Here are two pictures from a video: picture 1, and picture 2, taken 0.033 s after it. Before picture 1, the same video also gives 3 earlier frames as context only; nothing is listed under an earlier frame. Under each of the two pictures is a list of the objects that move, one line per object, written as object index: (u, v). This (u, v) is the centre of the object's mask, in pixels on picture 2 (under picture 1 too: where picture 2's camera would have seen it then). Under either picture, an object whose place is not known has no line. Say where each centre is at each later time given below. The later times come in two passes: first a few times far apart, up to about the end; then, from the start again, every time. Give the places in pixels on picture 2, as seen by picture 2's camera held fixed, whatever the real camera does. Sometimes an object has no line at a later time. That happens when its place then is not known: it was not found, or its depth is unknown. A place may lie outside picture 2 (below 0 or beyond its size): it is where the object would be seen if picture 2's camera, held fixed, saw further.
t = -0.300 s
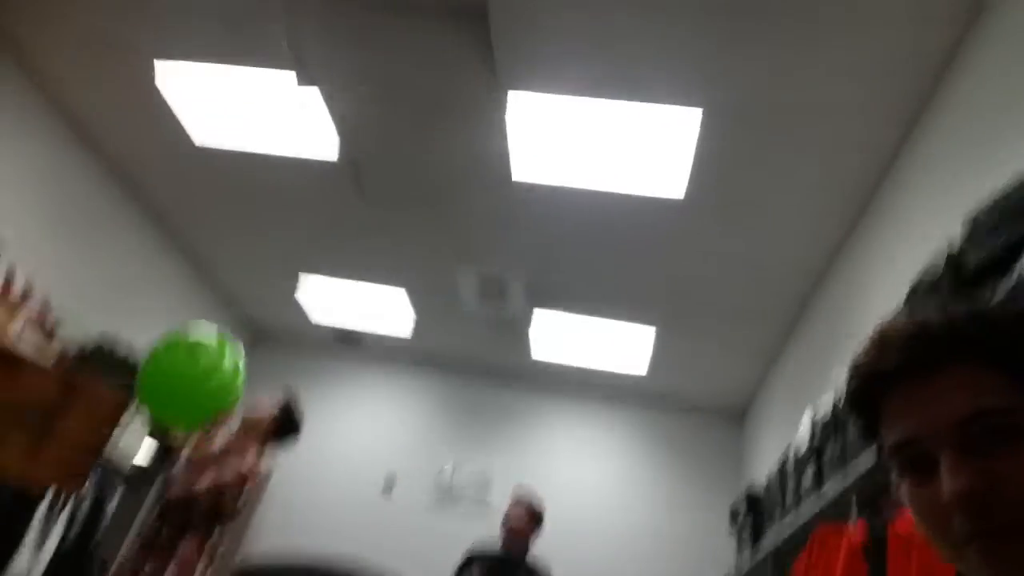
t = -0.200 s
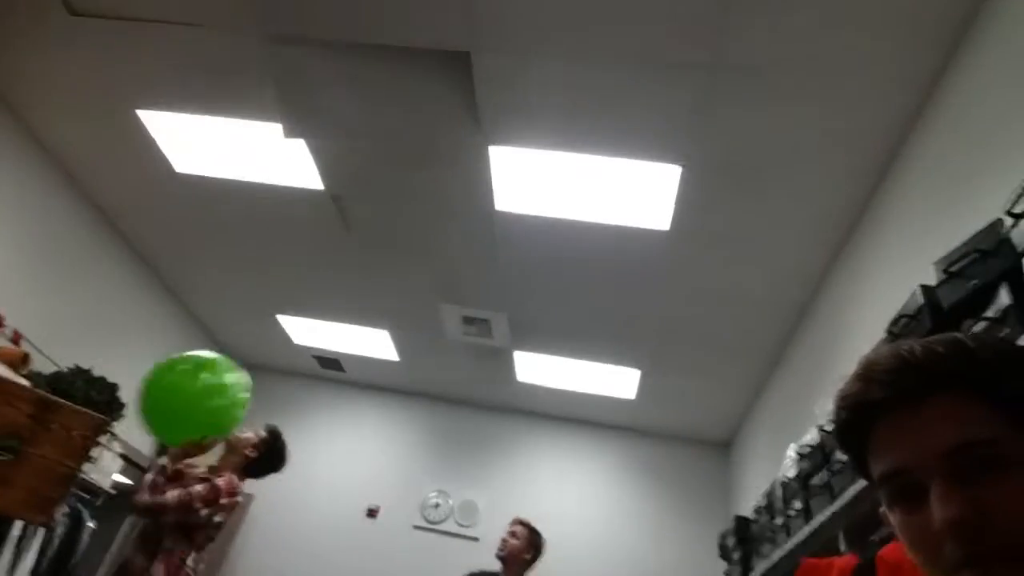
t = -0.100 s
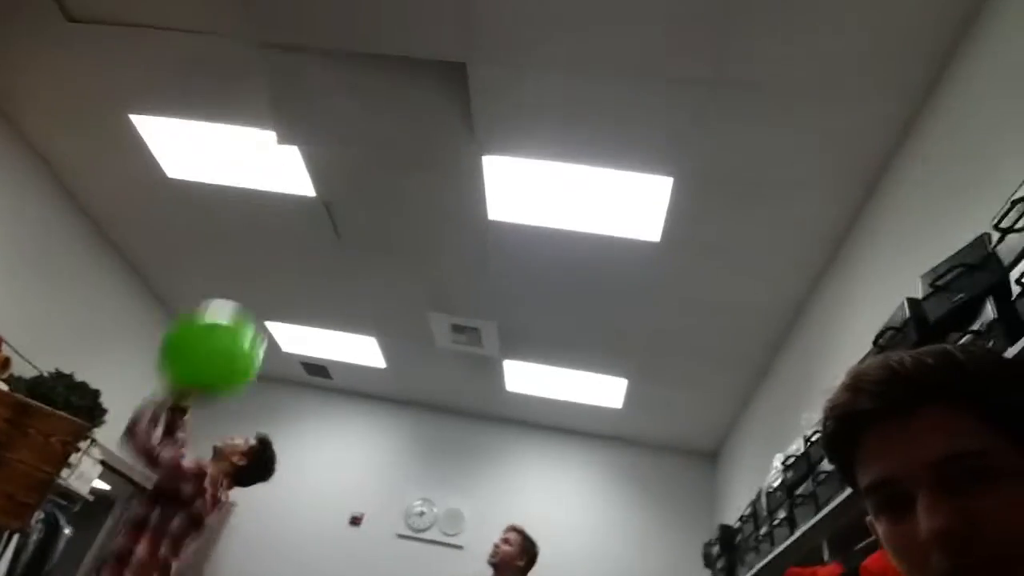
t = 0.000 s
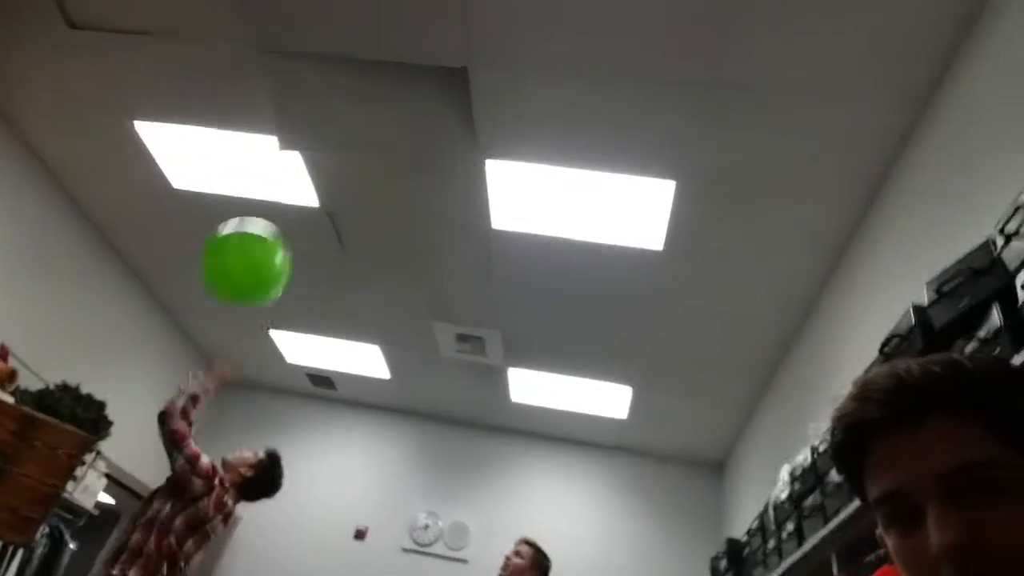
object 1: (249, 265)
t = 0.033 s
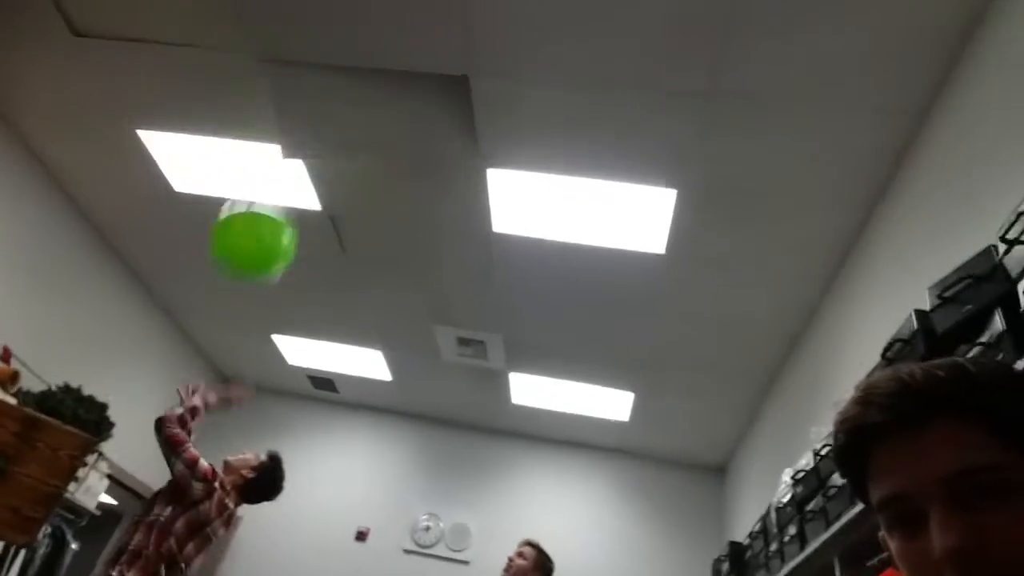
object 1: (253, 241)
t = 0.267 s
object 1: (232, 153)
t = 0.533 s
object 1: (124, 170)
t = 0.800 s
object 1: (-20, 260)
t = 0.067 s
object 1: (256, 219)
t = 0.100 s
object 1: (259, 198)
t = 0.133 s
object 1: (265, 177)
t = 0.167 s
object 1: (262, 165)
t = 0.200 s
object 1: (252, 159)
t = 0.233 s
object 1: (242, 155)
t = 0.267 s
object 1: (232, 153)
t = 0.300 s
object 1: (223, 151)
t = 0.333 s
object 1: (212, 150)
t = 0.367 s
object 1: (199, 151)
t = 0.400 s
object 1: (186, 154)
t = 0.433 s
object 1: (171, 156)
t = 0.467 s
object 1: (156, 159)
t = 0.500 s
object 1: (140, 165)
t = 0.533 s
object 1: (124, 170)
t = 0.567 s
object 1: (109, 175)
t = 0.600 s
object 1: (90, 182)
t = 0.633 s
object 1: (68, 192)
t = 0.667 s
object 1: (46, 202)
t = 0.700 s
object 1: (21, 214)
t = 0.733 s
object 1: (5, 230)
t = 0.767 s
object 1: (-8, 246)
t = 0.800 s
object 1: (-20, 260)
